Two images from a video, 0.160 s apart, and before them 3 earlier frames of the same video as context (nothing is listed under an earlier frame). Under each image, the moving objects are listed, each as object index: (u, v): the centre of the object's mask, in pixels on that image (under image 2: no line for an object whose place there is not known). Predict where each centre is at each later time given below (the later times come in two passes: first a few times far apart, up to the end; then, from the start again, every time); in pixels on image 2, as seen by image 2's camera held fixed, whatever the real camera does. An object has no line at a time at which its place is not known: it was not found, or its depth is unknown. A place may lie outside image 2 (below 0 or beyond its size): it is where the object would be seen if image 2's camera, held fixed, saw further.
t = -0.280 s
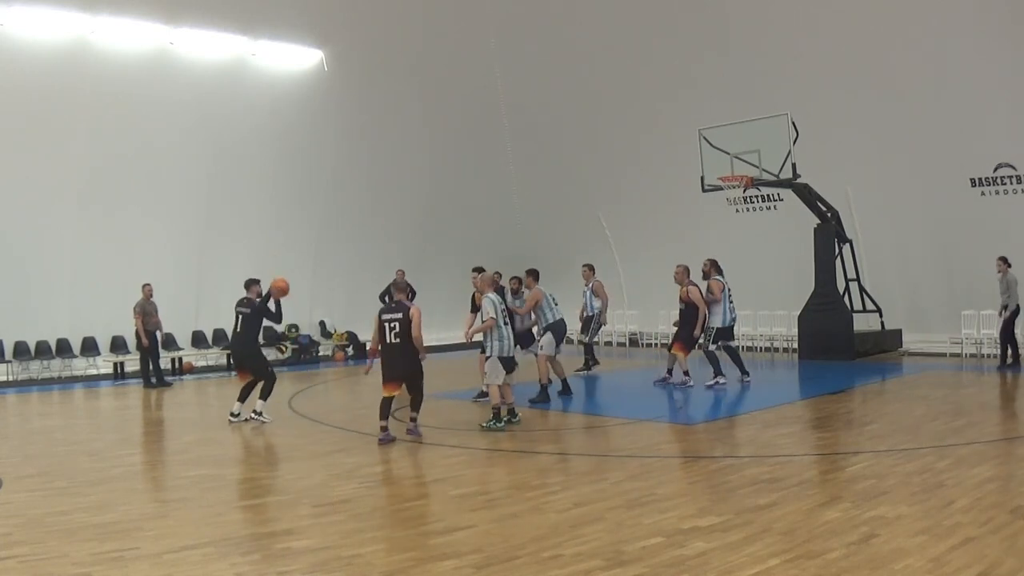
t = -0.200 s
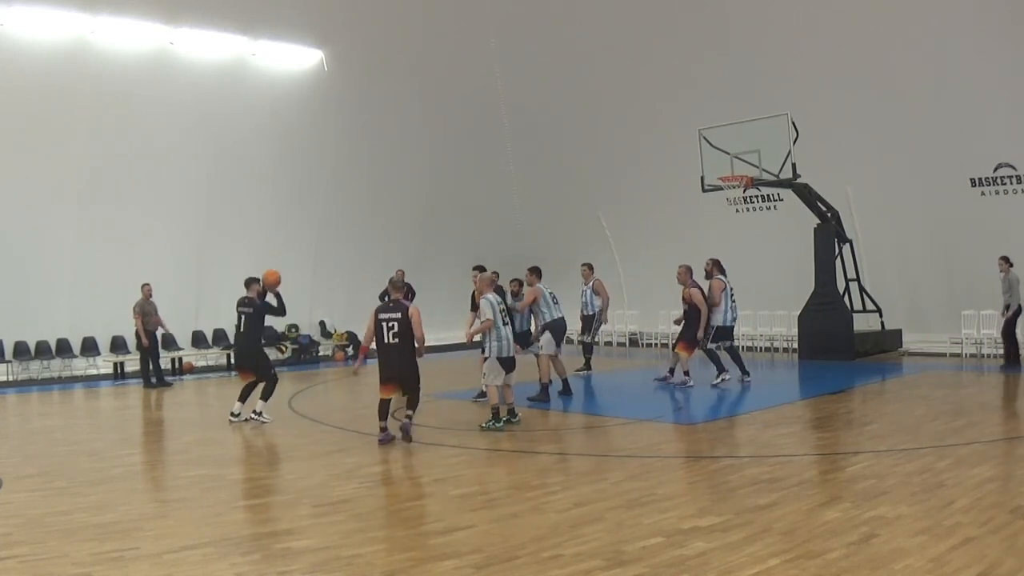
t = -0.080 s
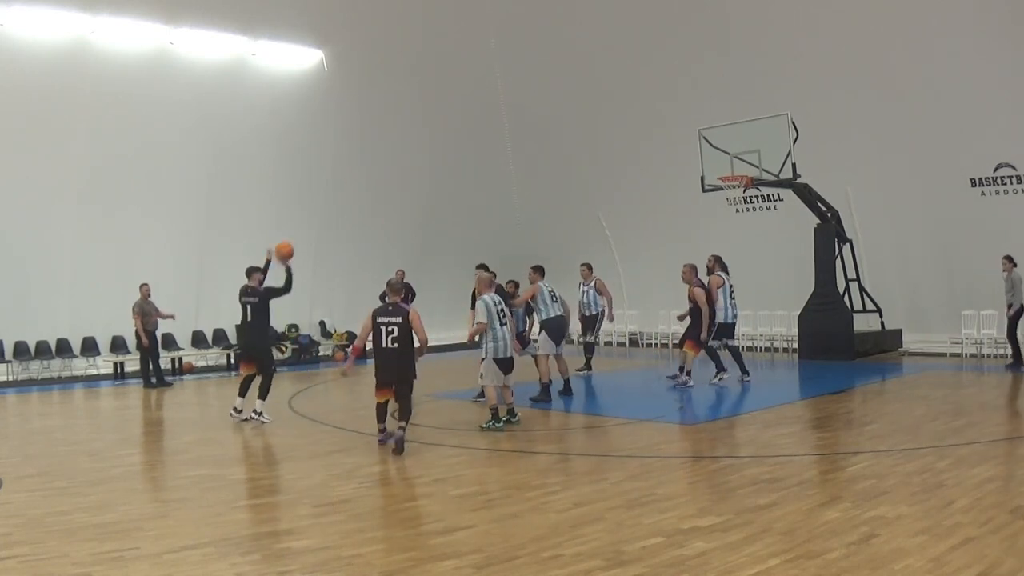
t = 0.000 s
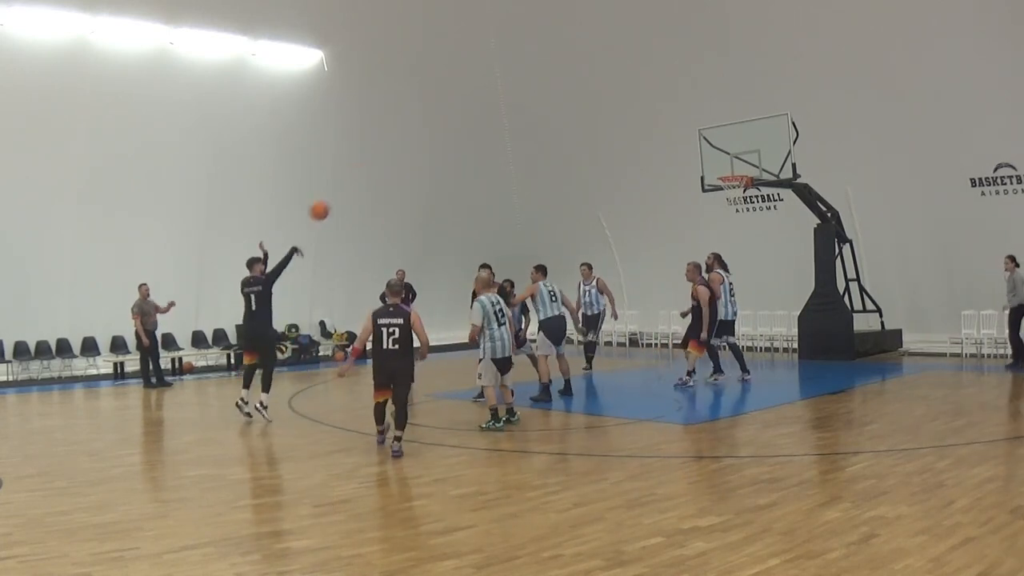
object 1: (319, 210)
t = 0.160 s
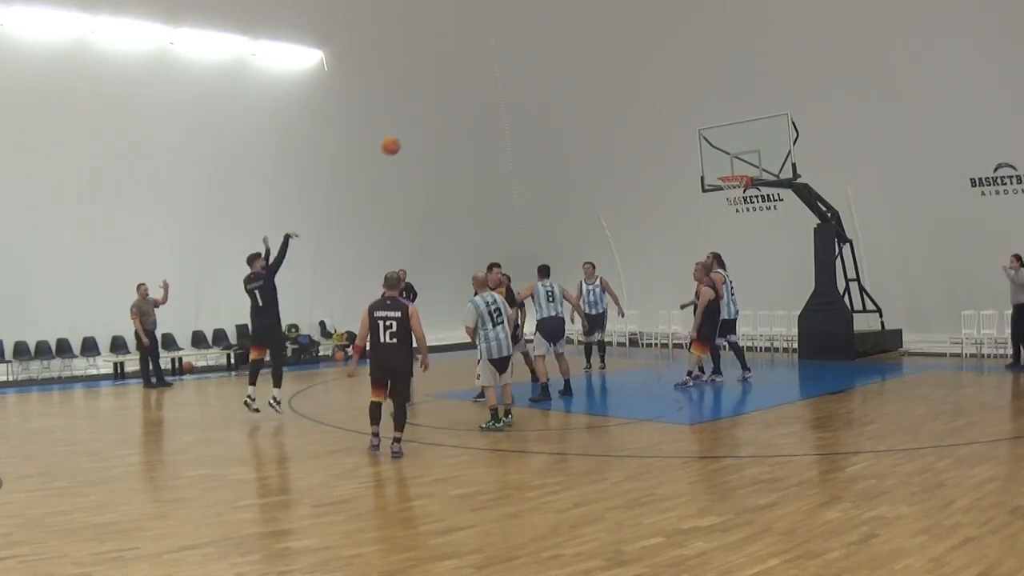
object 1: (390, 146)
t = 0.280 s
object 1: (441, 112)
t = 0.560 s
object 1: (551, 81)
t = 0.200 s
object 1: (407, 133)
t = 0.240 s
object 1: (425, 123)
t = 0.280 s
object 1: (441, 112)
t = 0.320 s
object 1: (458, 104)
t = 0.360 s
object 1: (474, 97)
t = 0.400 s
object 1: (490, 92)
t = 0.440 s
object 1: (505, 87)
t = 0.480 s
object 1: (521, 84)
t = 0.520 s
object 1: (536, 81)
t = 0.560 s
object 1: (551, 81)
